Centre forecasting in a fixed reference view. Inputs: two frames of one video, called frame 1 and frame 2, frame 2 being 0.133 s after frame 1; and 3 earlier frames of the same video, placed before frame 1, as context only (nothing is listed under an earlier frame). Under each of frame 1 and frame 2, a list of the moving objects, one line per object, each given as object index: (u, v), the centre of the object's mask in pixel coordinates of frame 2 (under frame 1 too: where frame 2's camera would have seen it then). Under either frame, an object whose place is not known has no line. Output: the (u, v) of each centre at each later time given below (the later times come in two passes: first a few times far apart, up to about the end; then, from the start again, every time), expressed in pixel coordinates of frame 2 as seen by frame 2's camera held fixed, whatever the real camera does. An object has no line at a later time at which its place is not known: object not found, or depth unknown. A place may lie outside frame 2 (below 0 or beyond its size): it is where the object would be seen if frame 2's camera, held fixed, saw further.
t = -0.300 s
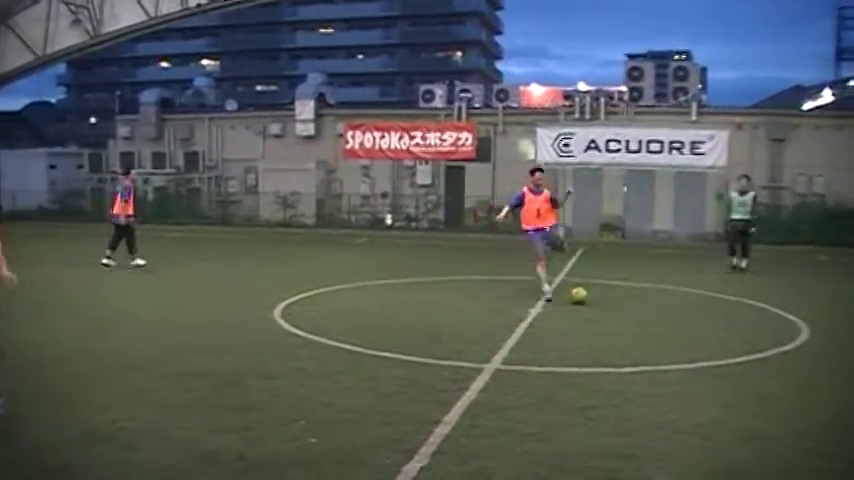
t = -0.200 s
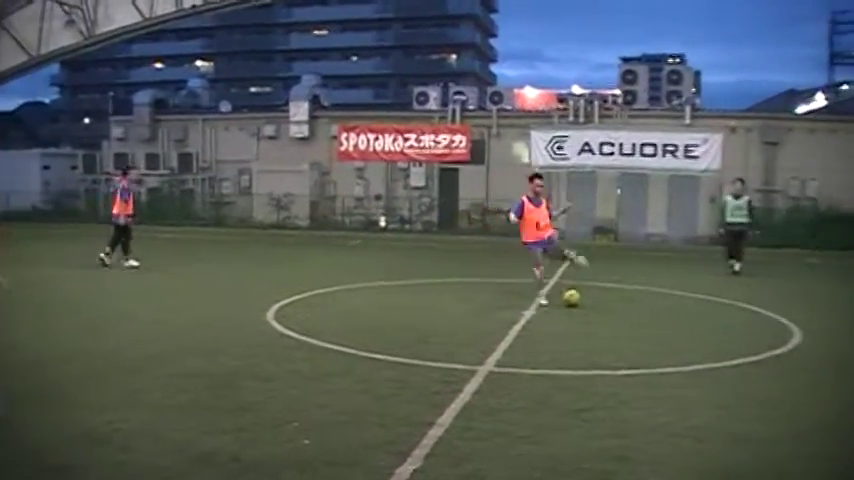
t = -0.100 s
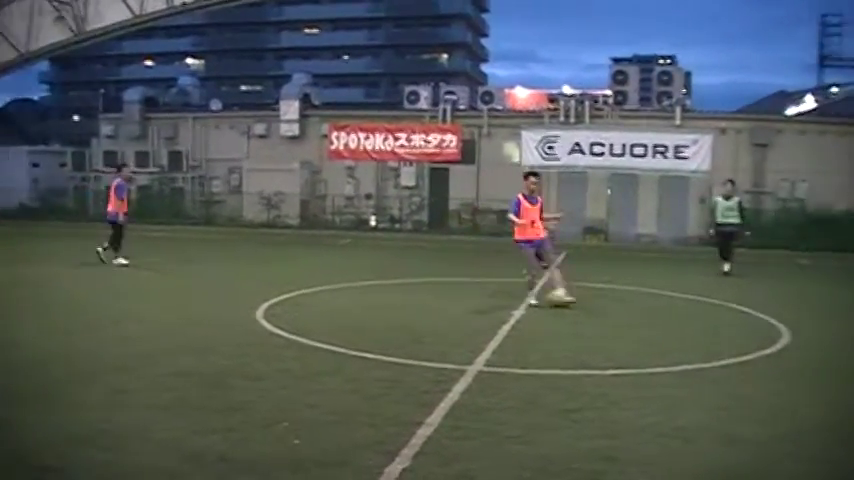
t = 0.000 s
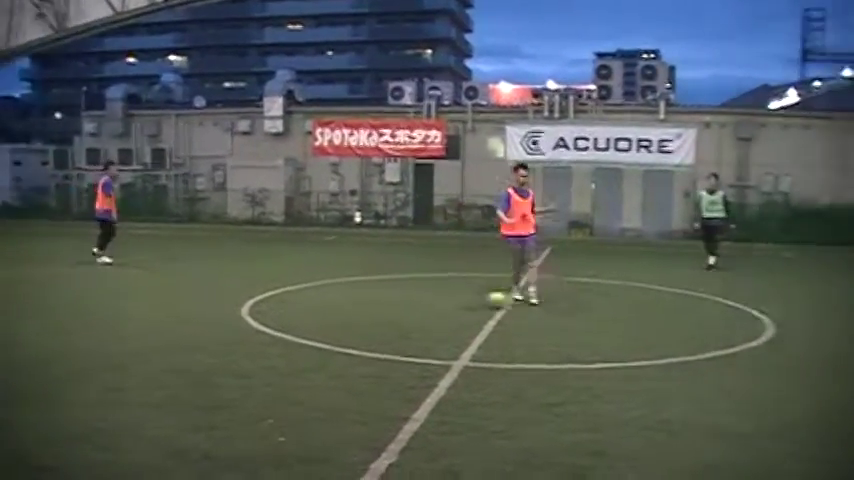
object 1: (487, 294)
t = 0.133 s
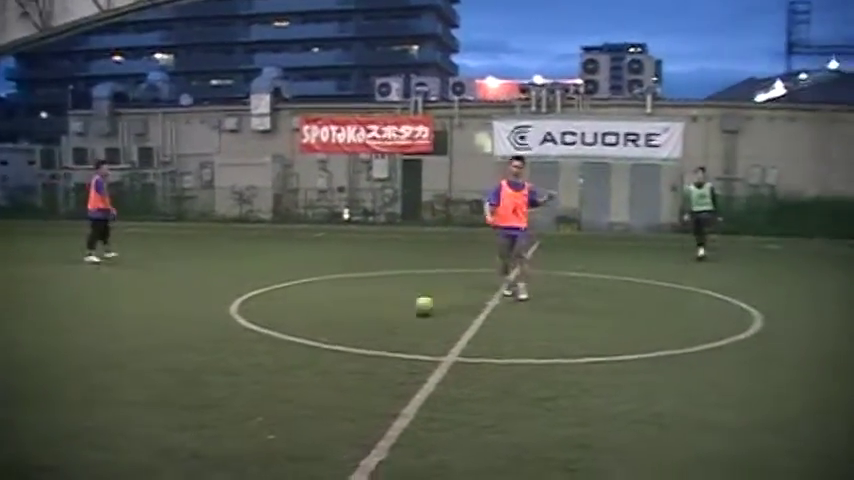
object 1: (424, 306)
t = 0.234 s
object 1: (376, 313)
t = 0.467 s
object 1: (264, 331)
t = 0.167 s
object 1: (409, 309)
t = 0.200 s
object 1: (393, 312)
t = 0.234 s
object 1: (376, 313)
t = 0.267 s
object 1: (360, 316)
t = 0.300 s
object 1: (343, 318)
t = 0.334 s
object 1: (327, 321)
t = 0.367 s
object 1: (312, 323)
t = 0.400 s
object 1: (296, 325)
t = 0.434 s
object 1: (280, 327)
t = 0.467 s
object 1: (264, 331)
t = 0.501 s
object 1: (246, 335)
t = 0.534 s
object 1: (230, 337)
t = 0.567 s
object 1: (213, 339)
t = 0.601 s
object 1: (196, 342)
